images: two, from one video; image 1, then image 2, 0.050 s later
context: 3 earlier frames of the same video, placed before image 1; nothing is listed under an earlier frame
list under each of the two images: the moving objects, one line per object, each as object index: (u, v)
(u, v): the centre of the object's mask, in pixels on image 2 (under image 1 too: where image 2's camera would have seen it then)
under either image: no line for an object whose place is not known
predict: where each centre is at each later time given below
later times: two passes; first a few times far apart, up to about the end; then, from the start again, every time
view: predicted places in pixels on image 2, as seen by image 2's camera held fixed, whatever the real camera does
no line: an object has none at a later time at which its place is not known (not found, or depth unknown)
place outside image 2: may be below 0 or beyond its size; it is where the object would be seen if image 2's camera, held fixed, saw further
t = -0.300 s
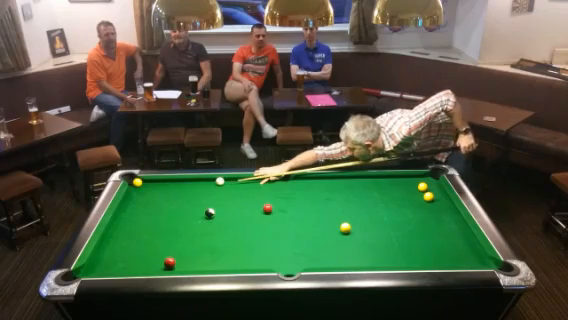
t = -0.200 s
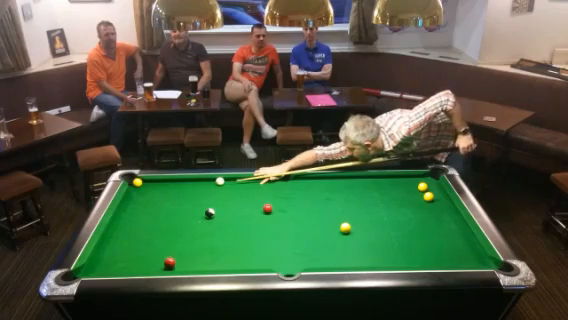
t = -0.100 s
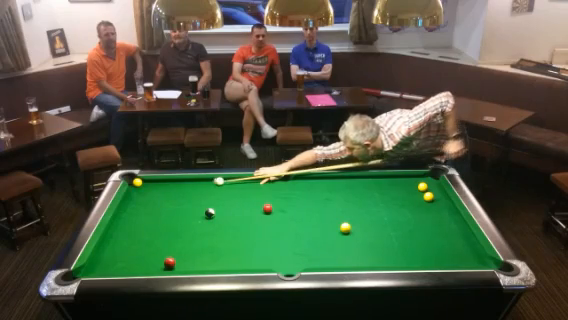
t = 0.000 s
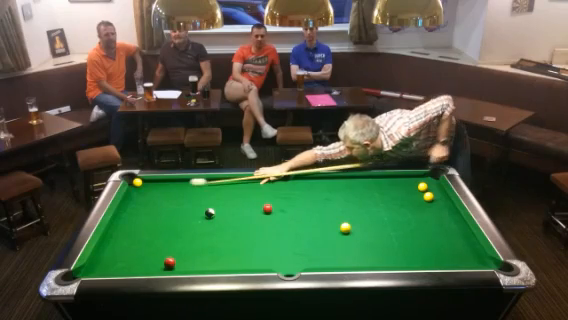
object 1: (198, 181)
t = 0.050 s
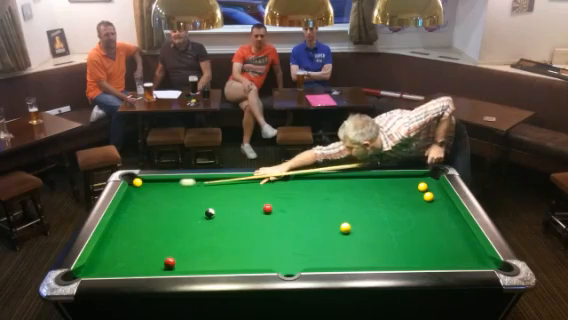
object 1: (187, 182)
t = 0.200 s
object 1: (159, 183)
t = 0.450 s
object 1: (130, 191)
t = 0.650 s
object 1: (136, 199)
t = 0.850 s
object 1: (143, 206)
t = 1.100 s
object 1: (151, 216)
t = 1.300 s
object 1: (158, 224)
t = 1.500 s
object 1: (165, 233)
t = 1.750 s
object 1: (174, 243)
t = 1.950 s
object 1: (181, 252)
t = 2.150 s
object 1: (188, 260)
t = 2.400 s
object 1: (198, 266)
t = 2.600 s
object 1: (205, 261)
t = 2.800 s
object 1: (212, 256)
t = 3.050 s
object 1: (219, 250)
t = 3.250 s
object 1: (224, 245)
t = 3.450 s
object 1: (228, 242)
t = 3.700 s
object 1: (232, 237)
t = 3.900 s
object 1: (235, 234)
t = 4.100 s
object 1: (238, 232)
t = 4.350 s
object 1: (241, 229)
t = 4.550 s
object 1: (244, 227)
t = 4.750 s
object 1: (245, 226)
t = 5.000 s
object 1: (247, 225)
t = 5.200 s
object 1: (248, 224)
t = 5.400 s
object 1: (248, 223)
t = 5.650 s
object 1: (248, 223)
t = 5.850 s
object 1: (248, 223)
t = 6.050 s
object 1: (248, 223)
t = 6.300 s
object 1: (248, 223)
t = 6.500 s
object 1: (248, 223)
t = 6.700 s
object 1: (248, 223)
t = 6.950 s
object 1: (248, 223)
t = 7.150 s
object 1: (248, 223)
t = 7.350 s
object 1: (248, 223)
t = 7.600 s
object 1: (248, 223)
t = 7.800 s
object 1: (248, 223)
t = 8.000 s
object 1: (248, 223)
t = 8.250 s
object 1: (248, 223)
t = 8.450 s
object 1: (248, 223)
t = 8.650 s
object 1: (248, 223)
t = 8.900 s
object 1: (248, 223)
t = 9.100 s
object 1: (248, 223)
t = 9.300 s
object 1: (248, 223)
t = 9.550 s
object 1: (248, 223)
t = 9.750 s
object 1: (248, 223)
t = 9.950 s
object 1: (248, 223)
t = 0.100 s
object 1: (177, 182)
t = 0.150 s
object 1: (168, 183)
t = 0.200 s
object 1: (159, 183)
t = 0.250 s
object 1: (150, 184)
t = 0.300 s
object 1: (143, 185)
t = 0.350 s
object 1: (138, 187)
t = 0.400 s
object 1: (133, 189)
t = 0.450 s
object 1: (130, 191)
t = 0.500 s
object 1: (132, 193)
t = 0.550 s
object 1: (133, 195)
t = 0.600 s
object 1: (135, 197)
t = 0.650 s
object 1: (136, 199)
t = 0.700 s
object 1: (138, 201)
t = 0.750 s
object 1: (140, 202)
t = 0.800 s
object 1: (141, 204)
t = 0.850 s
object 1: (143, 206)
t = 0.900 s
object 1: (145, 208)
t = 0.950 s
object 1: (146, 210)
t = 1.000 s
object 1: (148, 212)
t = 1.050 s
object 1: (150, 214)
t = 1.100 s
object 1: (151, 216)
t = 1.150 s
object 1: (153, 218)
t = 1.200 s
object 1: (155, 220)
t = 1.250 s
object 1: (157, 222)
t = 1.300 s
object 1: (158, 224)
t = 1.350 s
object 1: (160, 226)
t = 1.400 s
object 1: (162, 228)
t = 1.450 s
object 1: (163, 231)
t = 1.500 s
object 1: (165, 233)
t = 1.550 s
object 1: (167, 235)
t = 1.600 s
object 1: (169, 237)
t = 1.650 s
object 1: (171, 239)
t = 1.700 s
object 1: (172, 241)
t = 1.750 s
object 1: (174, 243)
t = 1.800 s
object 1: (176, 245)
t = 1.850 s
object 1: (178, 247)
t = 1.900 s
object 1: (180, 250)
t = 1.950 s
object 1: (181, 252)
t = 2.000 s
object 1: (183, 254)
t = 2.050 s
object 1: (185, 256)
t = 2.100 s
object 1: (187, 258)
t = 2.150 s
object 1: (188, 260)
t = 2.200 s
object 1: (190, 262)
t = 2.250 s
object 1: (192, 264)
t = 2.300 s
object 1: (194, 265)
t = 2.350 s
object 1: (196, 267)
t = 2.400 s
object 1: (198, 266)
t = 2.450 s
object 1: (200, 264)
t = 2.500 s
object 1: (202, 263)
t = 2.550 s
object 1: (204, 262)
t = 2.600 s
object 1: (205, 261)
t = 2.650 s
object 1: (207, 259)
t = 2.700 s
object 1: (209, 258)
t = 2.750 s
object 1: (211, 257)
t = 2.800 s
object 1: (212, 256)
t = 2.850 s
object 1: (214, 255)
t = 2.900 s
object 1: (215, 253)
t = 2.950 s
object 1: (217, 252)
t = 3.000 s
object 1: (218, 251)
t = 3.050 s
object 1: (219, 250)
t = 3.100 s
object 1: (220, 248)
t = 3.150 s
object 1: (222, 247)
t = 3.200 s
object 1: (223, 246)
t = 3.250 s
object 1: (224, 245)
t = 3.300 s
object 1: (225, 245)
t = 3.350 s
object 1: (226, 244)
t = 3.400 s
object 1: (227, 243)
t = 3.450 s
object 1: (228, 242)
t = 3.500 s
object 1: (229, 240)
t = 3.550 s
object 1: (230, 240)
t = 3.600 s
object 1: (230, 239)
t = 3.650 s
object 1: (231, 238)
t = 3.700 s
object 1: (232, 237)
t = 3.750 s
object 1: (233, 236)
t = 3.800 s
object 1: (234, 236)
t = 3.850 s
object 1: (234, 235)
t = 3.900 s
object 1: (235, 234)
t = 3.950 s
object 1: (236, 234)
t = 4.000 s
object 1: (237, 233)
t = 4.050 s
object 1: (238, 232)
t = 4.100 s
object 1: (238, 232)
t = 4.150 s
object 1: (239, 231)
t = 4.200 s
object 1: (240, 231)
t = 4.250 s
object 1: (240, 230)
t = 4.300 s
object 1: (241, 229)
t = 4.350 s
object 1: (241, 229)
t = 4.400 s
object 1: (242, 229)
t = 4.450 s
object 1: (243, 228)
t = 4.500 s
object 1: (243, 228)
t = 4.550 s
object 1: (244, 227)
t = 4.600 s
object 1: (244, 227)
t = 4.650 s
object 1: (245, 227)
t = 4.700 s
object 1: (245, 226)
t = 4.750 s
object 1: (245, 226)
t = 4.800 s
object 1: (246, 226)
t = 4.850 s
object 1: (246, 226)
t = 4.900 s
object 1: (246, 225)
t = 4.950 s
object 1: (247, 225)
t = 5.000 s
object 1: (247, 225)
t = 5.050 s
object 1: (247, 224)
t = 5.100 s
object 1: (247, 224)
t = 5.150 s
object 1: (247, 224)
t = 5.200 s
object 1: (248, 224)
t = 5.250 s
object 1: (248, 224)
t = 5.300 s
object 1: (248, 224)
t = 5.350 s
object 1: (248, 224)
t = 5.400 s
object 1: (248, 223)
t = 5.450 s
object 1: (248, 223)
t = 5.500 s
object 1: (248, 223)
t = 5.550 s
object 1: (248, 223)
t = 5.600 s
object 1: (248, 223)
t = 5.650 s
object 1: (248, 223)
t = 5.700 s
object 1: (248, 223)
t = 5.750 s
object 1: (248, 223)
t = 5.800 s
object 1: (248, 223)
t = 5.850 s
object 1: (248, 223)
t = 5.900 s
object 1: (248, 223)
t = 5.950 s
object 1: (248, 223)
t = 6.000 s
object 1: (248, 223)
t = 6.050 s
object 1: (248, 223)
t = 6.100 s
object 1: (248, 223)
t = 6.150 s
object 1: (248, 223)
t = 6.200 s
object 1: (248, 223)
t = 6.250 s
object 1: (248, 223)
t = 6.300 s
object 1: (248, 223)
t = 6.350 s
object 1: (248, 223)
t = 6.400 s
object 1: (248, 223)
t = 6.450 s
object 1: (248, 223)
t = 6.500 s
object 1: (248, 223)
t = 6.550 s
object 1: (248, 223)
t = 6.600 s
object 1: (248, 223)
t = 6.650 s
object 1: (248, 223)
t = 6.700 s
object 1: (248, 223)
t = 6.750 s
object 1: (248, 223)
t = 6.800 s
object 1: (248, 223)
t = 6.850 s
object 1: (248, 223)
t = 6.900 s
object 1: (248, 223)
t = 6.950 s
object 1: (248, 223)
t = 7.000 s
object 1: (248, 223)
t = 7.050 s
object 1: (248, 223)
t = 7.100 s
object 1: (248, 223)
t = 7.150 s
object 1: (248, 223)
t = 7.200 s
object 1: (248, 223)
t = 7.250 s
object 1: (248, 223)
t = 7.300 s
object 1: (248, 223)
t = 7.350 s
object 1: (248, 223)
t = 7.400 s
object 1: (248, 223)
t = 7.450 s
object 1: (248, 223)
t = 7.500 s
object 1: (248, 223)
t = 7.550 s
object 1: (248, 223)
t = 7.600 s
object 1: (248, 223)
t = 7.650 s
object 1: (248, 223)
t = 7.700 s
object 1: (248, 223)
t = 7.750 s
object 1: (248, 223)
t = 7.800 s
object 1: (248, 223)
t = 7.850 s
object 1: (248, 223)
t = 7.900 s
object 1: (248, 223)
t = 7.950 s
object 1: (248, 223)
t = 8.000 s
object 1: (248, 223)
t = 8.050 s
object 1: (248, 223)
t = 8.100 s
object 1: (248, 223)
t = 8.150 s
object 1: (248, 223)
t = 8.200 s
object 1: (248, 223)
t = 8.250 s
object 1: (248, 223)
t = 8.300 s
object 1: (248, 223)
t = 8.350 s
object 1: (248, 223)
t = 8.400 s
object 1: (248, 223)
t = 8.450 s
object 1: (248, 223)
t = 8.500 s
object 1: (248, 223)
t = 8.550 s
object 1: (248, 223)
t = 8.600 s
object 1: (248, 223)
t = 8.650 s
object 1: (248, 223)
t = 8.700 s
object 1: (248, 223)
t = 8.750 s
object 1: (248, 223)
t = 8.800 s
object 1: (248, 223)
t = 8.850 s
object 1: (248, 223)
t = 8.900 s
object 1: (248, 223)
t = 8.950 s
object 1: (248, 223)
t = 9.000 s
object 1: (248, 223)
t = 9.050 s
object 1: (248, 223)
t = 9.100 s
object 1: (248, 223)
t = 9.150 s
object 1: (248, 223)
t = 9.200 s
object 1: (248, 223)
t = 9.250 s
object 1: (248, 223)
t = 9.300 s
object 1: (248, 223)
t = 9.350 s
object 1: (248, 223)
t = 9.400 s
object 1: (248, 223)
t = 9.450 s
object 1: (248, 223)
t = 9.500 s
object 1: (248, 223)
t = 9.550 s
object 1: (248, 223)
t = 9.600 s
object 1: (248, 223)
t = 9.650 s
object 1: (248, 223)
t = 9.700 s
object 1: (248, 223)
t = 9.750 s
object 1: (248, 223)
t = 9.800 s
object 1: (248, 223)
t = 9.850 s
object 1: (248, 223)
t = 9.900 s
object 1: (248, 223)
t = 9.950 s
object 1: (248, 223)
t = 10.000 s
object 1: (248, 223)
